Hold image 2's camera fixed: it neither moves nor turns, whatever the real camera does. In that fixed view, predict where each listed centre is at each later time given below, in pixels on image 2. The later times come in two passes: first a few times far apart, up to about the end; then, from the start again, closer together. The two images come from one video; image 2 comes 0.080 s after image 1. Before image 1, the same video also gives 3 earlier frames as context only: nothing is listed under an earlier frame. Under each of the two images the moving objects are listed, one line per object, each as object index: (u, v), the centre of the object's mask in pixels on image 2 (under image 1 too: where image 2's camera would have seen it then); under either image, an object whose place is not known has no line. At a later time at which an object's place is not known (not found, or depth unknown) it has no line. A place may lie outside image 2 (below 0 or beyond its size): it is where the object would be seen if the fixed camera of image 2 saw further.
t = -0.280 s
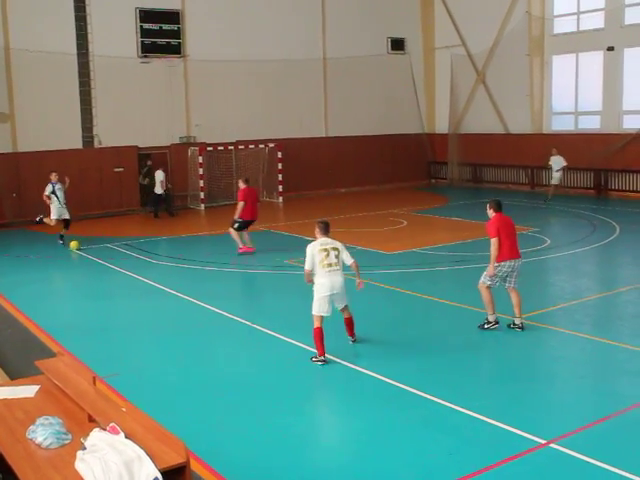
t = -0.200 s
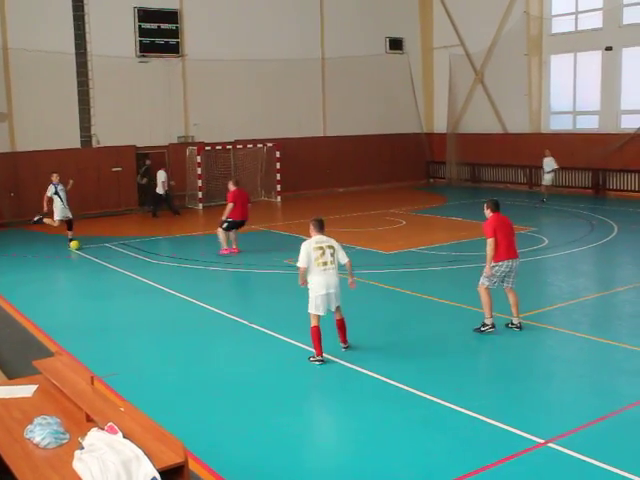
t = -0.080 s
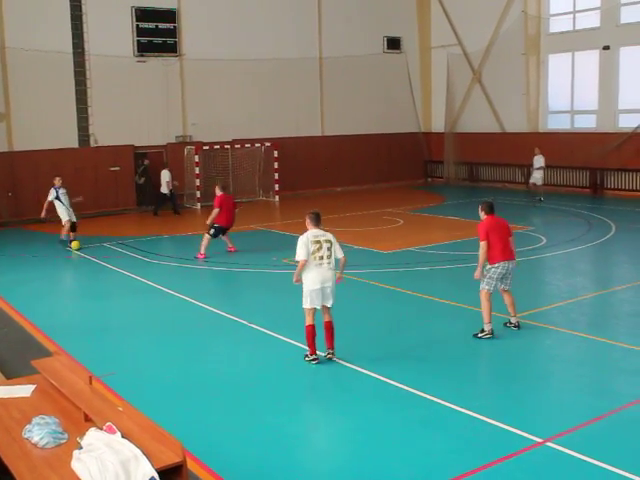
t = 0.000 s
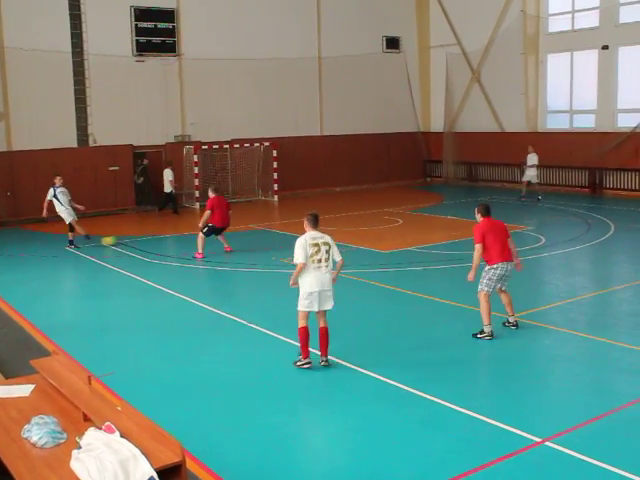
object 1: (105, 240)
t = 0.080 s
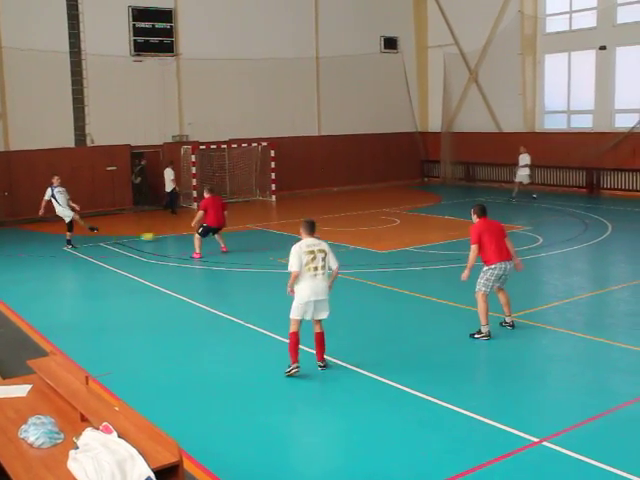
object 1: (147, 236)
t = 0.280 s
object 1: (231, 228)
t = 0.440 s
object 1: (283, 222)
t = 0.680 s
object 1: (343, 216)
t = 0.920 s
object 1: (393, 208)
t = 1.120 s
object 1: (431, 204)
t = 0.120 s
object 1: (166, 235)
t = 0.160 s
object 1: (184, 232)
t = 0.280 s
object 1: (231, 228)
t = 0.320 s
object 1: (245, 226)
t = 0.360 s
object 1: (258, 225)
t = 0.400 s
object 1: (271, 224)
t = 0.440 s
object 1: (283, 222)
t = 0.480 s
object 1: (294, 220)
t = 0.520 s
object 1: (305, 220)
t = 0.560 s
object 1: (315, 219)
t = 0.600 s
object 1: (325, 218)
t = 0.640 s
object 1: (334, 216)
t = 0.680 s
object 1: (343, 216)
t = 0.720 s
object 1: (352, 214)
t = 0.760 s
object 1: (361, 213)
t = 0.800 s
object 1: (369, 212)
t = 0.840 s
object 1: (378, 212)
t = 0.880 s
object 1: (385, 210)
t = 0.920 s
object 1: (393, 208)
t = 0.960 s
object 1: (401, 207)
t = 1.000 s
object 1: (408, 207)
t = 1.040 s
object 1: (416, 207)
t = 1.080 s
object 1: (423, 205)
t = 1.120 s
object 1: (431, 204)
